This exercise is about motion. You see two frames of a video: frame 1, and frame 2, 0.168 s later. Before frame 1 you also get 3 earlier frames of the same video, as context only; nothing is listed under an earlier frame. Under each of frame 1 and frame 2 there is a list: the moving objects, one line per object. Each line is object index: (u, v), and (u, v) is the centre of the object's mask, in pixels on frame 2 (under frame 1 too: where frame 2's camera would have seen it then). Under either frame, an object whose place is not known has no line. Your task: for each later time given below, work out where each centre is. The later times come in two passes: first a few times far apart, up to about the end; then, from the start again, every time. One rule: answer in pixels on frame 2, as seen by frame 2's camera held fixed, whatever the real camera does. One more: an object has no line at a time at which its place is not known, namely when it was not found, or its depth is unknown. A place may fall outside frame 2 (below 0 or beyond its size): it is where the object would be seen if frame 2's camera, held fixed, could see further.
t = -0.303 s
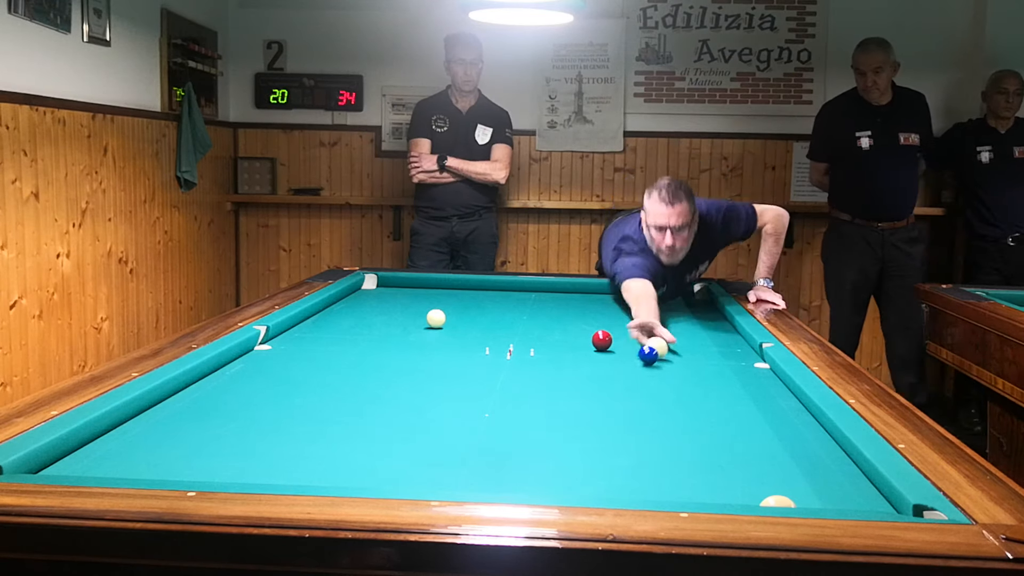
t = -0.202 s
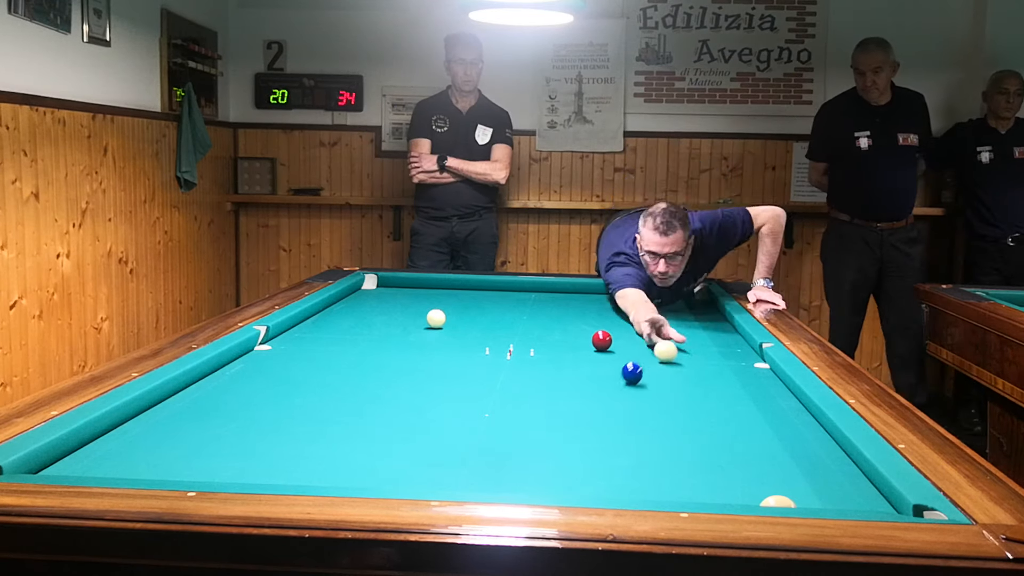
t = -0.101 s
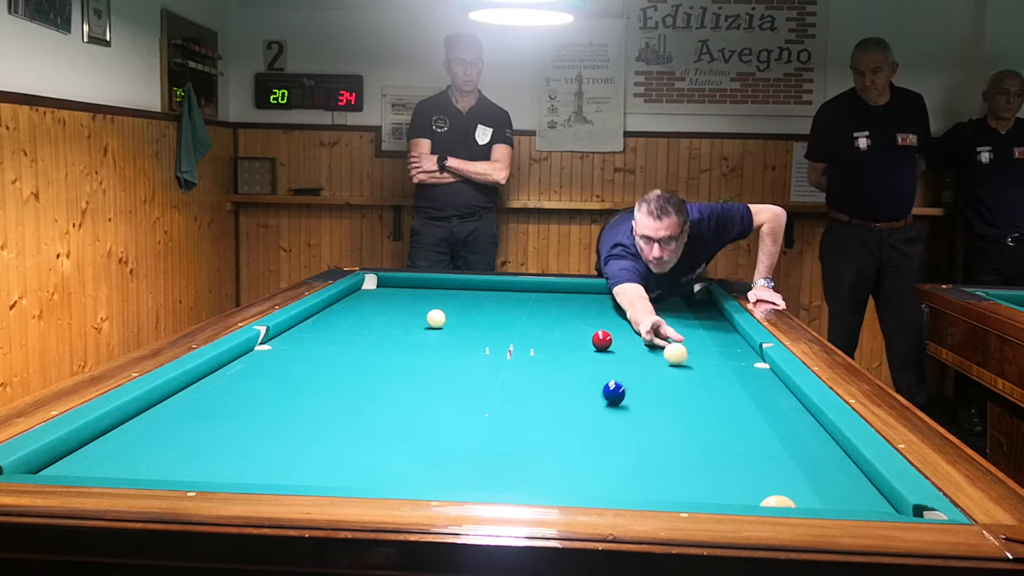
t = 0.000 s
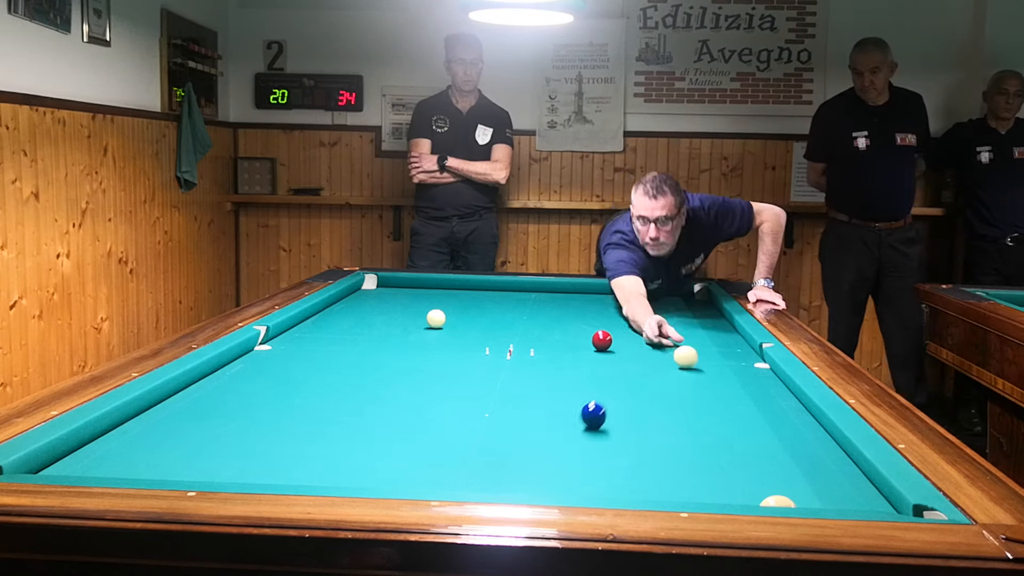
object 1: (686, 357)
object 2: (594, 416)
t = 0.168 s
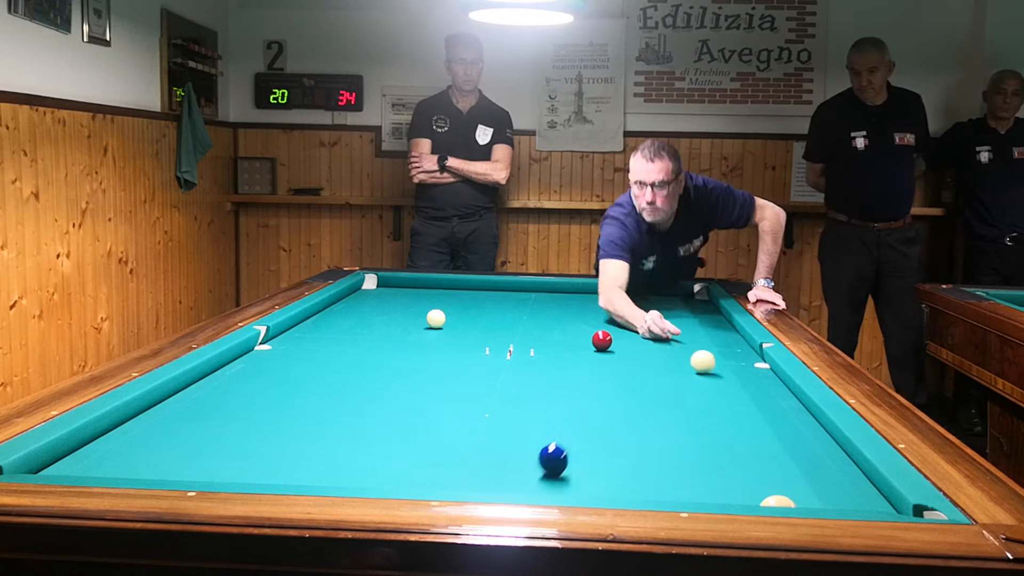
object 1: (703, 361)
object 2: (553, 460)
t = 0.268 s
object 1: (713, 364)
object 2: (525, 485)
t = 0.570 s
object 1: (745, 374)
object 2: (497, 446)
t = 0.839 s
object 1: (775, 382)
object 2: (485, 408)
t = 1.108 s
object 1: (768, 388)
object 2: (477, 378)
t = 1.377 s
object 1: (761, 394)
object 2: (470, 355)
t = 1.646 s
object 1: (754, 401)
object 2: (464, 338)
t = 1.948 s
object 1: (746, 408)
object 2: (459, 321)
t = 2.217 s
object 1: (738, 413)
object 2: (455, 309)
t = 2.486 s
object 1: (731, 419)
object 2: (452, 298)
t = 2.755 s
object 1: (724, 426)
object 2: (449, 290)
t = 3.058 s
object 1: (717, 432)
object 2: (442, 287)
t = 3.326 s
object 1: (710, 438)
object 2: (432, 291)
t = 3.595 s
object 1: (703, 443)
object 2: (422, 296)
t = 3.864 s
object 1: (696, 449)
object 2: (411, 301)
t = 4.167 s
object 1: (689, 454)
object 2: (398, 306)
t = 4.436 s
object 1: (682, 459)
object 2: (386, 311)
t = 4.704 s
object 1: (677, 463)
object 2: (374, 316)
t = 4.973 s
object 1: (672, 467)
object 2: (361, 322)
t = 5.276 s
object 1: (666, 472)
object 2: (346, 328)
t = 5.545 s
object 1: (662, 475)
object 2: (332, 334)
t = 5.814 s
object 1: (659, 478)
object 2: (318, 340)
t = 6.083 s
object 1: (656, 480)
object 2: (303, 347)
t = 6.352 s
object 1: (655, 482)
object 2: (287, 354)
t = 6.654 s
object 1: (654, 483)
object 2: (269, 361)
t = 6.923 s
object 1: (654, 483)
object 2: (251, 368)
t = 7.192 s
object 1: (652, 483)
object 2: (233, 376)
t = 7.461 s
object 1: (652, 483)
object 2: (215, 384)
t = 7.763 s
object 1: (652, 483)
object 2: (194, 393)
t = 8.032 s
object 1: (652, 483)
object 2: (174, 400)
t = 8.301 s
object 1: (652, 483)
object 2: (155, 409)
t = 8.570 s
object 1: (652, 483)
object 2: (135, 417)
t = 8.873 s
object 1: (652, 483)
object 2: (123, 426)
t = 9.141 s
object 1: (652, 483)
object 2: (113, 434)
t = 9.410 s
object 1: (652, 483)
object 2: (103, 442)
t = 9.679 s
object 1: (652, 483)
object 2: (93, 450)
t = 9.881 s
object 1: (652, 483)
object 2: (86, 456)
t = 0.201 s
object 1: (706, 362)
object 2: (544, 470)
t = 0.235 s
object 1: (710, 363)
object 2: (535, 479)
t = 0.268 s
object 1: (713, 364)
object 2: (525, 485)
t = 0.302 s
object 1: (716, 365)
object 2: (514, 490)
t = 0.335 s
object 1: (720, 366)
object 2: (507, 489)
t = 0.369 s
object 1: (724, 367)
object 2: (506, 485)
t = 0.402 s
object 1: (727, 368)
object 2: (504, 480)
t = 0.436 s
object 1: (731, 369)
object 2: (503, 475)
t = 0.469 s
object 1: (734, 370)
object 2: (502, 467)
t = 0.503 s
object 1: (738, 371)
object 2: (500, 459)
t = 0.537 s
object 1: (742, 373)
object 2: (498, 453)
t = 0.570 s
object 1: (745, 374)
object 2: (497, 446)
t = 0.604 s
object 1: (749, 375)
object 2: (495, 440)
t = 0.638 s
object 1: (752, 376)
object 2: (494, 435)
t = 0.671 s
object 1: (756, 377)
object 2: (492, 430)
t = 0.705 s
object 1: (760, 378)
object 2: (491, 425)
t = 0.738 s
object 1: (764, 379)
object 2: (489, 421)
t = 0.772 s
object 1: (767, 380)
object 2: (488, 416)
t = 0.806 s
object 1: (771, 381)
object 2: (487, 412)
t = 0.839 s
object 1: (775, 382)
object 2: (485, 408)
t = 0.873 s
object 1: (774, 383)
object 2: (484, 403)
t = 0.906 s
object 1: (773, 384)
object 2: (483, 400)
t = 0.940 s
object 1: (772, 385)
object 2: (482, 396)
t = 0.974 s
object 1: (771, 385)
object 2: (480, 392)
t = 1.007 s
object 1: (771, 386)
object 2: (480, 388)
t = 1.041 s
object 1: (770, 387)
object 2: (478, 385)
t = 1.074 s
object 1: (769, 387)
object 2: (477, 382)
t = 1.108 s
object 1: (768, 388)
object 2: (477, 378)
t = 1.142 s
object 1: (767, 389)
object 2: (475, 375)
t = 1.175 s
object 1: (767, 390)
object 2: (475, 372)
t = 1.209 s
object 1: (765, 391)
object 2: (473, 369)
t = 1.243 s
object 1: (765, 392)
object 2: (473, 366)
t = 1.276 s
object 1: (764, 392)
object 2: (472, 364)
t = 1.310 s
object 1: (763, 393)
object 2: (471, 361)
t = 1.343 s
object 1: (762, 394)
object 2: (470, 358)
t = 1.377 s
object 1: (761, 394)
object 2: (470, 355)
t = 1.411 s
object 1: (760, 395)
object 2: (469, 353)
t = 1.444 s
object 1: (759, 396)
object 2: (468, 351)
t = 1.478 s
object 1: (759, 397)
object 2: (467, 349)
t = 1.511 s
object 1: (758, 397)
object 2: (467, 346)
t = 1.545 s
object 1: (757, 398)
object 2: (466, 344)
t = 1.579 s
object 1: (756, 399)
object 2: (465, 341)
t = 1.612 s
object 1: (755, 400)
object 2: (465, 340)
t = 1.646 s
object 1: (754, 401)
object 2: (464, 338)
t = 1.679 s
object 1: (753, 401)
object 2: (463, 336)
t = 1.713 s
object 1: (752, 402)
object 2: (463, 334)
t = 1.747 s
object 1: (751, 403)
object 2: (462, 332)
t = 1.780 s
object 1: (750, 404)
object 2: (462, 330)
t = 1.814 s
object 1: (749, 404)
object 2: (461, 328)
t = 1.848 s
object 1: (748, 405)
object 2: (461, 326)
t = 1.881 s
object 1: (748, 406)
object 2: (460, 324)
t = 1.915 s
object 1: (747, 407)
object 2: (460, 323)
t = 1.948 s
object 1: (746, 408)
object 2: (459, 321)
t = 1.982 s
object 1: (745, 408)
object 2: (458, 319)
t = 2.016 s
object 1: (744, 409)
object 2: (458, 318)
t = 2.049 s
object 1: (743, 410)
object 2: (457, 316)
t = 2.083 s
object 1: (742, 410)
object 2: (457, 315)
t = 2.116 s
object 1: (741, 411)
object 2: (456, 313)
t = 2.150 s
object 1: (740, 412)
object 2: (456, 312)
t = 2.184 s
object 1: (739, 413)
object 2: (455, 310)
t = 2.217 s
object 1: (738, 413)
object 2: (455, 309)
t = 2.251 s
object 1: (738, 414)
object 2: (454, 307)
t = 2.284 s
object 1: (737, 415)
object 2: (454, 306)
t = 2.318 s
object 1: (736, 416)
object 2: (454, 305)
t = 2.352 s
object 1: (735, 417)
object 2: (453, 303)
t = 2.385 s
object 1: (734, 417)
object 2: (453, 302)
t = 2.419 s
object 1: (733, 418)
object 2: (452, 301)
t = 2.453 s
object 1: (732, 419)
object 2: (452, 300)
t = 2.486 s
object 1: (731, 419)
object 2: (452, 298)
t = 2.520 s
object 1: (731, 420)
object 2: (451, 297)
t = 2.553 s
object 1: (729, 421)
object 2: (451, 296)
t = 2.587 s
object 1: (729, 422)
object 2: (451, 295)
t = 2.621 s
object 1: (728, 422)
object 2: (450, 294)
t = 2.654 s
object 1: (727, 423)
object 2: (450, 293)
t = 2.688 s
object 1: (726, 424)
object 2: (450, 292)
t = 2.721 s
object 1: (725, 425)
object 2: (449, 290)
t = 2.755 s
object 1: (724, 426)
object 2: (449, 290)
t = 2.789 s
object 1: (723, 427)
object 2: (449, 289)
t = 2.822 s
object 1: (723, 427)
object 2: (449, 288)
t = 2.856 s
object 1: (722, 428)
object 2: (448, 286)
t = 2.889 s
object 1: (721, 428)
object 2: (448, 286)
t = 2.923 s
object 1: (720, 430)
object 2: (447, 285)
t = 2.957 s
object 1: (719, 430)
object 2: (447, 285)
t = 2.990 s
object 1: (718, 431)
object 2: (445, 286)
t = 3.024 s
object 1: (718, 432)
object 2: (444, 286)
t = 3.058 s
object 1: (717, 432)
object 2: (442, 287)
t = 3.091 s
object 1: (716, 433)
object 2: (441, 288)
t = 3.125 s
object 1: (715, 434)
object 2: (440, 288)
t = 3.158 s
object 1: (714, 434)
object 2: (439, 289)
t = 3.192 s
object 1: (713, 435)
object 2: (437, 289)
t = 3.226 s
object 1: (712, 436)
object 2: (436, 290)
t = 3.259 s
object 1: (711, 437)
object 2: (435, 290)
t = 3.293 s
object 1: (711, 437)
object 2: (434, 291)
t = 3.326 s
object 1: (710, 438)
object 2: (432, 291)
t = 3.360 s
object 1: (709, 439)
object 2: (431, 292)
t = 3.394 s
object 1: (708, 440)
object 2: (430, 292)
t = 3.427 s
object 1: (707, 440)
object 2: (428, 293)
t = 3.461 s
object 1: (706, 441)
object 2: (427, 293)
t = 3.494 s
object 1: (705, 442)
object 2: (426, 294)
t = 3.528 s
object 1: (704, 442)
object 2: (424, 295)
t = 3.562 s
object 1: (703, 443)
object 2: (423, 295)
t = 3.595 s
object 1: (703, 443)
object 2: (422, 296)
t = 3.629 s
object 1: (702, 444)
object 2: (420, 296)
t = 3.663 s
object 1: (701, 445)
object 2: (419, 297)
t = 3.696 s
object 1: (700, 446)
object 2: (418, 297)
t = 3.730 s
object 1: (699, 446)
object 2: (416, 298)
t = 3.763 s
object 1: (698, 447)
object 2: (415, 299)
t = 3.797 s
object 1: (697, 448)
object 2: (413, 299)
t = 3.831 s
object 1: (697, 448)
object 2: (412, 300)
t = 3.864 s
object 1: (696, 449)
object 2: (411, 301)
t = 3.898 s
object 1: (695, 449)
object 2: (409, 301)
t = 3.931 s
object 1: (694, 450)
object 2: (408, 301)
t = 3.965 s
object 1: (693, 451)
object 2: (407, 302)
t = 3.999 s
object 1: (693, 451)
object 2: (405, 303)
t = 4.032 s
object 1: (692, 452)
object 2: (404, 304)
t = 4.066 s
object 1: (691, 452)
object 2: (403, 304)
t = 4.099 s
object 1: (690, 453)
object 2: (401, 305)
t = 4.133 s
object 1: (689, 454)
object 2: (400, 305)
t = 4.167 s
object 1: (689, 454)
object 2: (398, 306)
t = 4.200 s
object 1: (688, 455)
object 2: (397, 306)
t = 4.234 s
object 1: (687, 455)
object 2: (395, 307)
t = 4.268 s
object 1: (686, 456)
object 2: (394, 308)
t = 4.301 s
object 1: (685, 456)
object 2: (392, 308)
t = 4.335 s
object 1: (685, 457)
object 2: (391, 309)
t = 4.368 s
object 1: (684, 458)
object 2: (389, 310)
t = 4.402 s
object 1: (683, 458)
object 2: (388, 310)
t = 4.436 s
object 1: (682, 459)
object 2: (386, 311)
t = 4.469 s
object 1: (682, 459)
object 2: (385, 312)
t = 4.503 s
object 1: (681, 460)
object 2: (383, 312)
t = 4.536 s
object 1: (680, 461)
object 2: (382, 313)
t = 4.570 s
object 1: (679, 461)
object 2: (380, 314)
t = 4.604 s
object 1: (679, 462)
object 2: (379, 315)
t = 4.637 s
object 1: (678, 462)
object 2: (377, 315)
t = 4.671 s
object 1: (677, 463)
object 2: (376, 316)
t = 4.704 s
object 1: (677, 463)
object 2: (374, 316)
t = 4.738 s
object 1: (676, 464)
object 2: (372, 317)
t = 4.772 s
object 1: (675, 464)
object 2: (371, 318)
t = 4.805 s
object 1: (675, 465)
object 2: (369, 319)
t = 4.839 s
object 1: (674, 465)
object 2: (368, 319)
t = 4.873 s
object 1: (673, 466)
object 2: (366, 320)
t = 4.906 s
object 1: (673, 466)
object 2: (364, 321)
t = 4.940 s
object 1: (672, 467)
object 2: (363, 321)
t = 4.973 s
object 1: (672, 467)
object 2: (361, 322)
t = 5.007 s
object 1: (671, 468)
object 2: (360, 322)
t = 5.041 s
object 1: (670, 468)
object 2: (358, 323)
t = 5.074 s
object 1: (670, 469)
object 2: (356, 324)
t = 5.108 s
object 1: (669, 469)
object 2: (355, 324)
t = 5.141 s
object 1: (669, 470)
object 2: (353, 325)
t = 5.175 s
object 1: (668, 470)
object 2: (351, 326)
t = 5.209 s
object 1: (668, 471)
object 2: (349, 327)
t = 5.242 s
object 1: (667, 471)
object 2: (348, 328)
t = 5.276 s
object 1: (666, 472)
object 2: (346, 328)
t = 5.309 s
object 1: (666, 472)
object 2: (344, 329)
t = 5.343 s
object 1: (665, 472)
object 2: (343, 330)
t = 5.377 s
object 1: (665, 473)
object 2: (341, 330)
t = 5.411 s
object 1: (664, 473)
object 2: (339, 331)
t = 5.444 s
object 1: (664, 473)
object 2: (338, 332)
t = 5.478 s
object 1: (663, 474)
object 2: (336, 332)
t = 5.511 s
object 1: (663, 474)
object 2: (334, 333)
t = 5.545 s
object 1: (662, 475)
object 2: (332, 334)
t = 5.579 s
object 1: (662, 475)
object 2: (330, 335)
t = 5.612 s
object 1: (661, 475)
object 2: (329, 336)
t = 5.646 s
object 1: (661, 476)
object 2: (327, 336)
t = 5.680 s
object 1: (661, 476)
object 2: (325, 337)
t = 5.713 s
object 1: (660, 477)
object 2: (323, 338)
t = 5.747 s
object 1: (660, 477)
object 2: (322, 339)
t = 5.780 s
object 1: (659, 477)
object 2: (320, 339)
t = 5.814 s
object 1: (659, 478)
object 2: (318, 340)
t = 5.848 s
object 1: (658, 478)
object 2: (316, 341)
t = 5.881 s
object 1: (658, 478)
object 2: (314, 342)
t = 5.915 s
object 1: (658, 479)
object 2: (312, 343)
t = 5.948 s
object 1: (657, 479)
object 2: (310, 344)
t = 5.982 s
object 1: (657, 479)
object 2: (308, 344)
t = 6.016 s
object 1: (657, 480)
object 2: (306, 345)
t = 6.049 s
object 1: (656, 480)
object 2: (304, 346)
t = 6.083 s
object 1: (656, 480)
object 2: (303, 347)
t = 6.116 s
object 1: (656, 480)
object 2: (301, 347)
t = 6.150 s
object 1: (656, 480)
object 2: (299, 348)
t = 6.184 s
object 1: (655, 480)
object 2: (297, 349)
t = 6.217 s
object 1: (655, 481)
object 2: (295, 350)
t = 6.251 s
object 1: (655, 481)
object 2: (293, 351)
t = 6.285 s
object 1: (655, 481)
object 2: (291, 352)
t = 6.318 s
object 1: (655, 481)
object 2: (289, 353)
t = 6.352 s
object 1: (655, 482)
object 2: (287, 354)
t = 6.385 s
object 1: (655, 482)
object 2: (285, 354)
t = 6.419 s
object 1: (654, 482)
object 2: (283, 355)
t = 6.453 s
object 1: (655, 482)
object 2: (281, 356)
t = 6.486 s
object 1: (655, 482)
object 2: (279, 357)
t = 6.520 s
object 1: (654, 482)
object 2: (276, 358)
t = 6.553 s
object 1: (654, 482)
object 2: (274, 359)
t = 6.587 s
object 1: (654, 482)
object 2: (273, 359)
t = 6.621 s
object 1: (654, 482)
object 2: (270, 360)
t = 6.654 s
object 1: (654, 483)
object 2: (269, 361)
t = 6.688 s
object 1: (654, 483)
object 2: (266, 362)
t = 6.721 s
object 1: (655, 483)
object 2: (264, 363)
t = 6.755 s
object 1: (654, 483)
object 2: (262, 364)
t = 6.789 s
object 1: (654, 483)
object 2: (260, 365)
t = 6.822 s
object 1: (654, 483)
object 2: (258, 366)
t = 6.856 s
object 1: (654, 483)
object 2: (256, 366)
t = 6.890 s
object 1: (654, 483)
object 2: (253, 367)
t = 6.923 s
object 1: (654, 483)
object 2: (251, 368)
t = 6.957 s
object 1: (654, 483)
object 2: (249, 370)
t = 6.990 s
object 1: (654, 483)
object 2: (247, 371)
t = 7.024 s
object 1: (653, 483)
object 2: (245, 371)
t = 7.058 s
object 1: (653, 483)
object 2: (242, 372)
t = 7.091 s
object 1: (653, 483)
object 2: (240, 373)
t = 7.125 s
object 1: (653, 483)
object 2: (238, 374)
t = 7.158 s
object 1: (652, 483)
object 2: (235, 375)
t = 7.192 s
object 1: (652, 483)
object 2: (233, 376)
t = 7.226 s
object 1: (652, 482)
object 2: (231, 377)
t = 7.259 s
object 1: (652, 483)
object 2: (229, 378)
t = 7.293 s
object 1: (652, 483)
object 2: (227, 379)
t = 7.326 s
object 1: (652, 483)
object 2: (224, 380)
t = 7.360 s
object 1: (652, 483)
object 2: (222, 381)
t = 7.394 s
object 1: (652, 483)
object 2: (220, 382)
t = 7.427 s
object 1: (652, 482)
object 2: (217, 382)
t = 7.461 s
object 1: (652, 483)
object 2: (215, 384)
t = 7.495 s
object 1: (652, 483)
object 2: (213, 385)
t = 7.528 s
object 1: (652, 483)
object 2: (211, 386)
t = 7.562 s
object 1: (652, 483)
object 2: (208, 387)
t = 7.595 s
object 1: (652, 483)
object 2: (206, 388)
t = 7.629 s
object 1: (652, 483)
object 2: (204, 389)
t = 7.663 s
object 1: (652, 483)
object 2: (201, 389)
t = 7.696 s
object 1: (652, 482)
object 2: (199, 390)
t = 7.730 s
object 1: (652, 483)
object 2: (196, 392)
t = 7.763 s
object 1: (652, 483)
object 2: (194, 393)
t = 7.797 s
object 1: (652, 483)
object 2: (192, 394)
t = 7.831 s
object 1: (652, 482)
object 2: (189, 394)
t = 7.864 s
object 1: (652, 483)
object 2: (187, 395)
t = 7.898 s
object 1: (652, 483)
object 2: (184, 396)
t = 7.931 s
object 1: (652, 483)
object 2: (182, 397)
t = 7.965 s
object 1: (652, 483)
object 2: (179, 398)
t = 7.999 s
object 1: (652, 483)
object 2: (177, 399)
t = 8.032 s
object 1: (652, 483)
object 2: (174, 400)
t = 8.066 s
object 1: (652, 483)
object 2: (172, 401)
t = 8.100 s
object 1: (652, 483)
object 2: (170, 402)
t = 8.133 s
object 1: (652, 483)
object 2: (167, 403)
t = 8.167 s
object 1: (652, 483)
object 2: (165, 404)
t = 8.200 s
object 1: (652, 483)
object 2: (162, 405)
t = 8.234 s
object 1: (652, 483)
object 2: (160, 406)
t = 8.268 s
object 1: (652, 483)
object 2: (157, 408)
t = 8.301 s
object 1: (652, 483)
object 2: (155, 409)
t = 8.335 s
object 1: (652, 483)
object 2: (153, 410)
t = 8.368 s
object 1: (652, 483)
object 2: (150, 410)
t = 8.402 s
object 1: (652, 483)
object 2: (148, 412)
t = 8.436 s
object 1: (652, 483)
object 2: (145, 413)
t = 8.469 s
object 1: (652, 483)
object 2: (143, 414)
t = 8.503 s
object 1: (652, 483)
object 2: (140, 415)
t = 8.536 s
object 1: (652, 483)
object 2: (138, 416)
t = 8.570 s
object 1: (652, 483)
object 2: (135, 417)
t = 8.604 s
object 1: (652, 483)
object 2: (133, 418)
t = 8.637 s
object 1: (652, 483)
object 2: (131, 419)
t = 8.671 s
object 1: (652, 483)
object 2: (130, 420)
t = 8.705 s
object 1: (652, 483)
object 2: (129, 421)
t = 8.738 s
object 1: (652, 483)
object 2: (128, 422)
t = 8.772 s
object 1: (652, 483)
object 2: (126, 423)
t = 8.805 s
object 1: (652, 483)
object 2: (125, 424)
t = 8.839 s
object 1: (652, 483)
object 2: (124, 425)
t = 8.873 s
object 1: (652, 483)
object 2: (123, 426)
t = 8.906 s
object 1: (652, 483)
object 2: (121, 427)
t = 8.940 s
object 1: (652, 483)
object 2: (120, 428)
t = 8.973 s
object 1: (652, 483)
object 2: (119, 429)
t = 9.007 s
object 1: (652, 483)
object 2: (118, 430)
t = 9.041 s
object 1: (652, 483)
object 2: (116, 431)
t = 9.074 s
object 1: (652, 483)
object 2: (115, 432)
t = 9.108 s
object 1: (652, 483)
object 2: (114, 433)
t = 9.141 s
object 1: (652, 483)
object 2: (113, 434)
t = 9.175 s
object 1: (652, 483)
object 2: (111, 435)
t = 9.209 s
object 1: (652, 483)
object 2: (110, 436)
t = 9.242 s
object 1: (652, 483)
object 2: (109, 437)
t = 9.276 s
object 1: (652, 483)
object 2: (107, 438)
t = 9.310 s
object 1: (652, 483)
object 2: (106, 439)
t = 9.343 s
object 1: (652, 483)
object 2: (105, 440)
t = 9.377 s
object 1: (652, 483)
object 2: (104, 441)
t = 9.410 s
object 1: (652, 483)
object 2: (103, 442)
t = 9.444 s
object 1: (652, 483)
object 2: (101, 443)
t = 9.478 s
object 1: (652, 483)
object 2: (100, 444)
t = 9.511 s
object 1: (652, 483)
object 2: (99, 445)
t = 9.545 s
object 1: (652, 483)
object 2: (98, 446)
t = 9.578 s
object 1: (652, 483)
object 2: (96, 447)
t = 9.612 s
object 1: (652, 483)
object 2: (95, 448)
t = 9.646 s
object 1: (652, 483)
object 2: (94, 449)
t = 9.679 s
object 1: (652, 483)
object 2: (93, 450)
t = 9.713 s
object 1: (652, 483)
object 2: (92, 451)
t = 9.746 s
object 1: (652, 483)
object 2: (90, 452)
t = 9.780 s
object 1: (652, 483)
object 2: (89, 453)
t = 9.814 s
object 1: (652, 483)
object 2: (88, 454)
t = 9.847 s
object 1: (652, 483)
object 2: (87, 455)
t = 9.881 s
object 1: (652, 483)
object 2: (86, 456)
